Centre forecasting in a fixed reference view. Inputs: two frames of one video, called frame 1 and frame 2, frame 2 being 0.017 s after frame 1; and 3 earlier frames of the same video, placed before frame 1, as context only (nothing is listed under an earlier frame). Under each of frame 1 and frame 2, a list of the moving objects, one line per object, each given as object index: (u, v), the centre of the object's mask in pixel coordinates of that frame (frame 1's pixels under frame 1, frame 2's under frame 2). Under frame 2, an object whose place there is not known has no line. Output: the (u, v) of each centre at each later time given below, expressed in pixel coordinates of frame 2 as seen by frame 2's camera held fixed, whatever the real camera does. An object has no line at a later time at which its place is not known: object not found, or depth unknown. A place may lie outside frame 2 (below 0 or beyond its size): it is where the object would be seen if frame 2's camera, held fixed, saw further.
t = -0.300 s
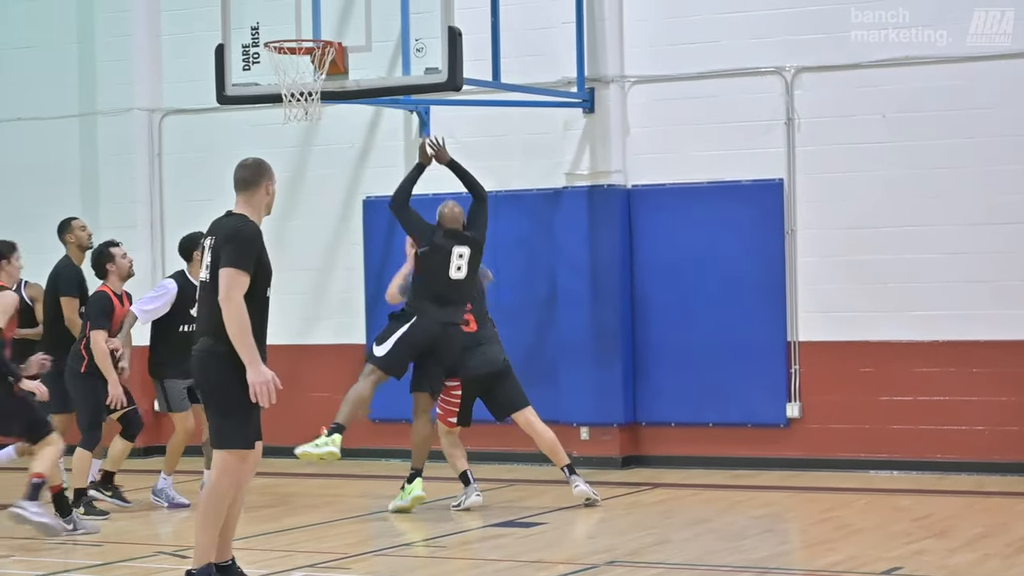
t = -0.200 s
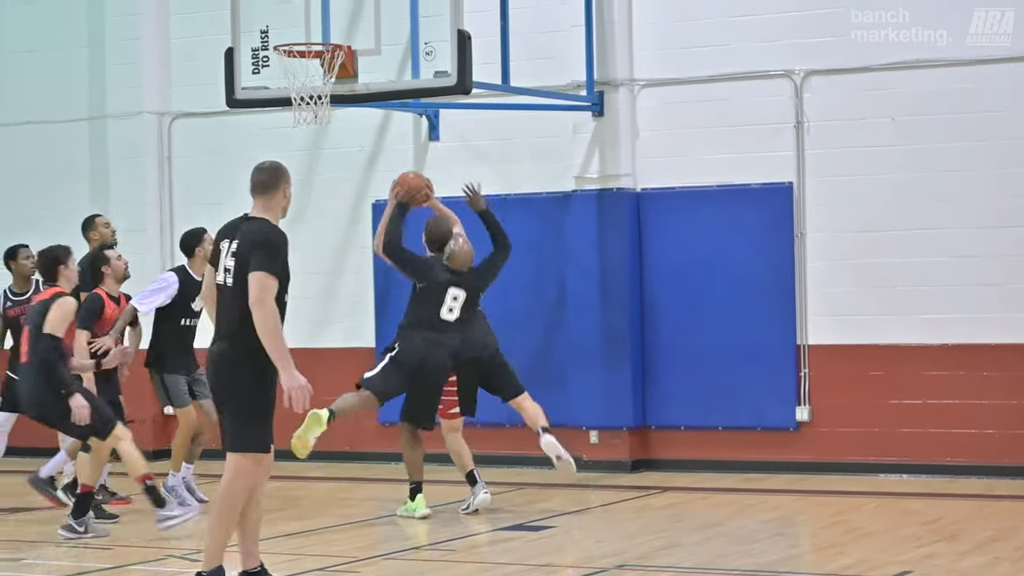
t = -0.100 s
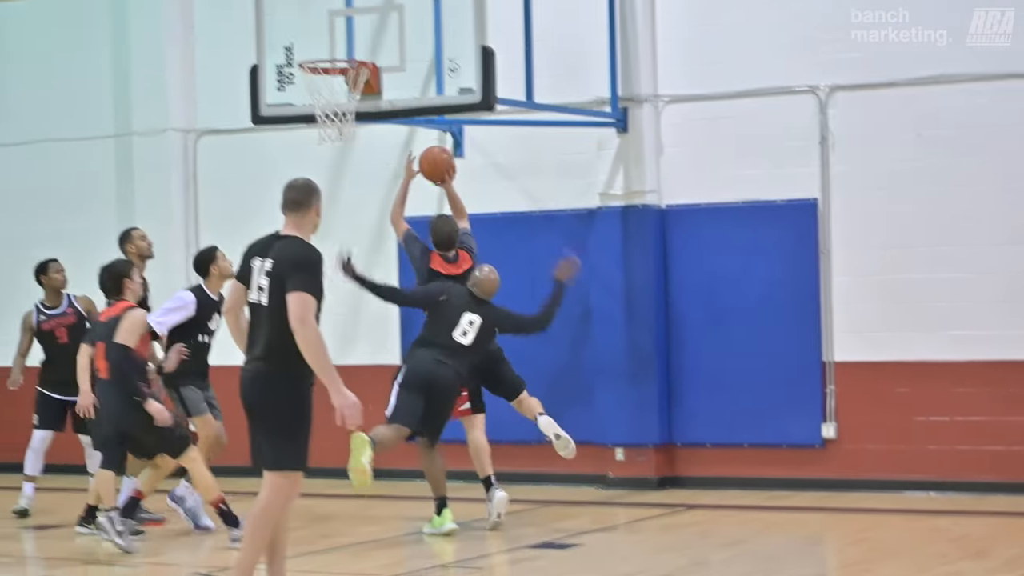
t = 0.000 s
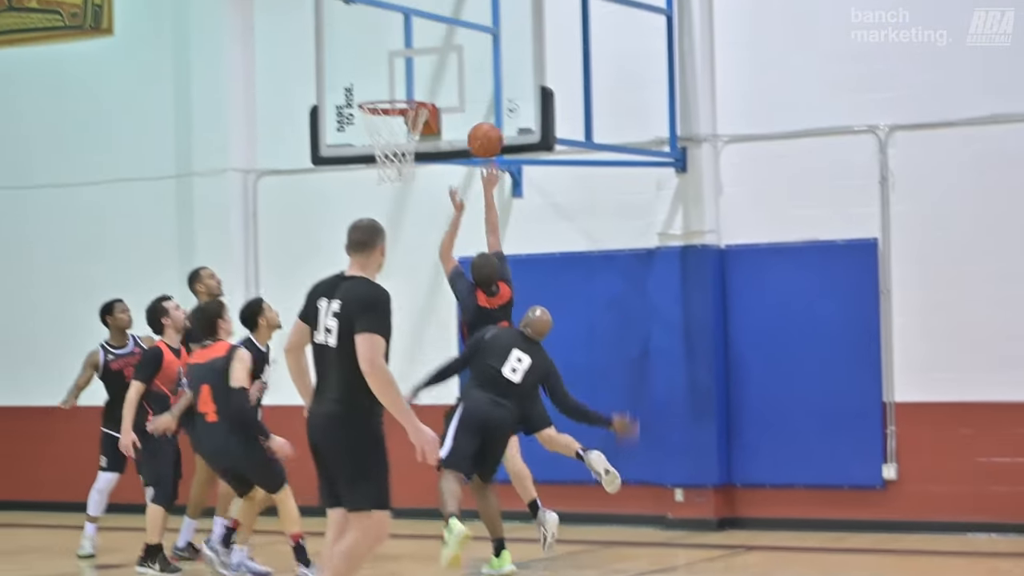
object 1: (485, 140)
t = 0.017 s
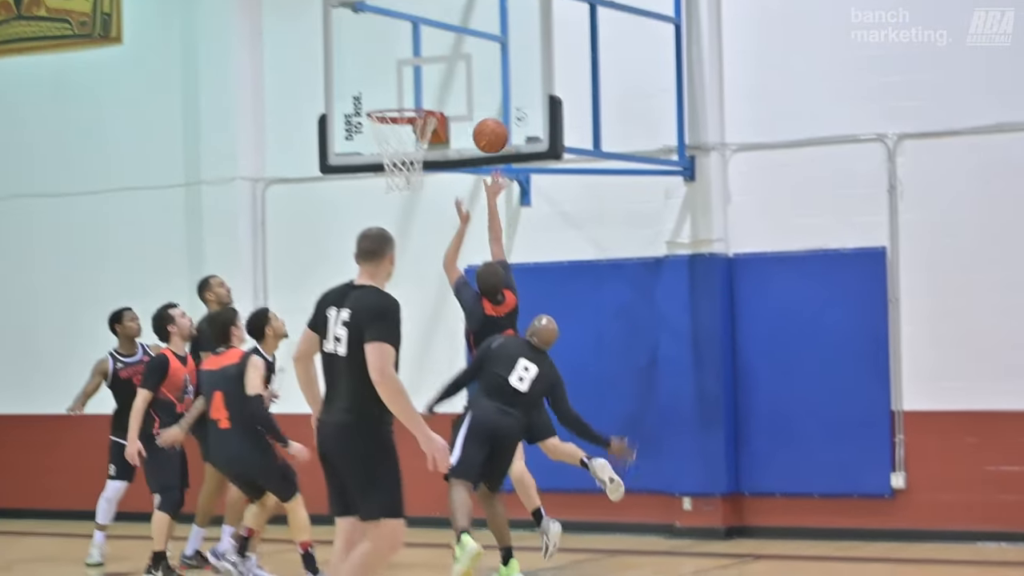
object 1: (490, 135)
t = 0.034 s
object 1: (487, 122)
